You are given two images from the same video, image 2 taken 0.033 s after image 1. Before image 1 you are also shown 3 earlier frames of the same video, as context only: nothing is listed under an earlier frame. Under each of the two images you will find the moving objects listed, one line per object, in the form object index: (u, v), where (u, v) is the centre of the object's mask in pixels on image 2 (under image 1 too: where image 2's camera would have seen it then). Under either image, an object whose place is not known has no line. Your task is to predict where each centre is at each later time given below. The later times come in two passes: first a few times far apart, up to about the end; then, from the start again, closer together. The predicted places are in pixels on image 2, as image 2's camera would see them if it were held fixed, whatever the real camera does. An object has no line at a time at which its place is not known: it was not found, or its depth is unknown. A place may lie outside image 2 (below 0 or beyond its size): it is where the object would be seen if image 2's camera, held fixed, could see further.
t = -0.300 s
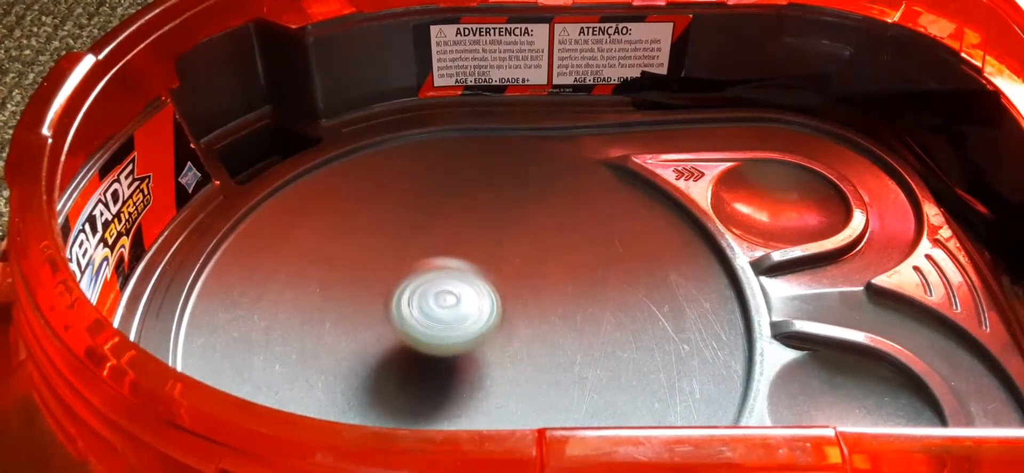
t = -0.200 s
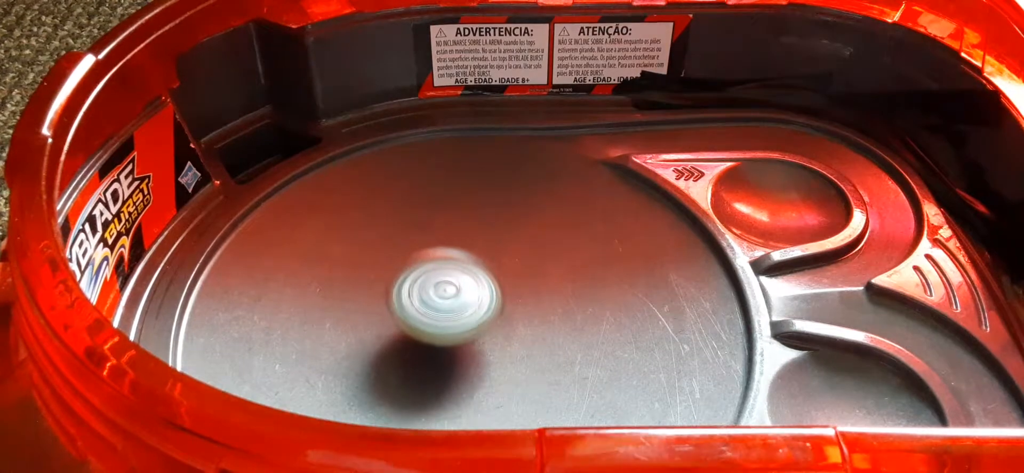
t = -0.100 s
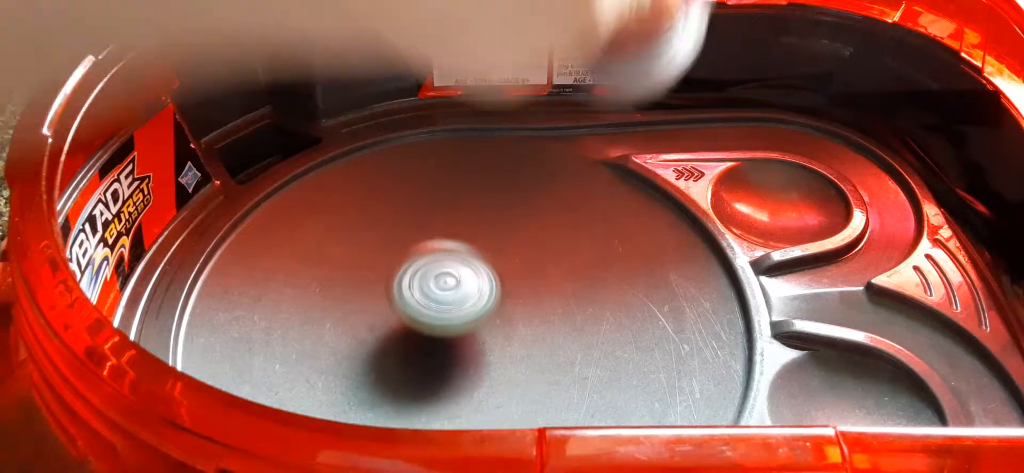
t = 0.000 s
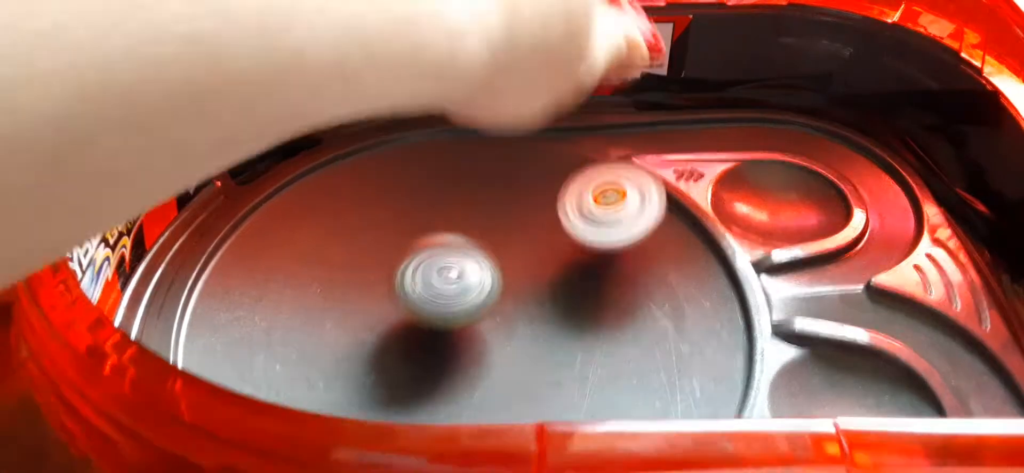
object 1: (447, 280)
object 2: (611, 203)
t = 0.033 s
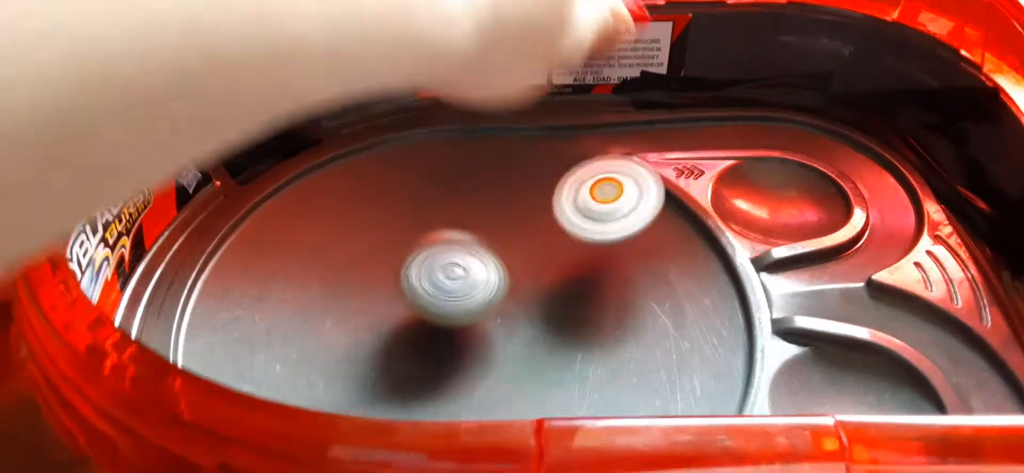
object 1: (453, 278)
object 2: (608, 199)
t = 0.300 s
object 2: (558, 202)
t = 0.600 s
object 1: (397, 347)
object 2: (535, 181)
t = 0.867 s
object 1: (437, 365)
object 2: (419, 216)
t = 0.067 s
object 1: (457, 277)
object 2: (603, 210)
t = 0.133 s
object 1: (457, 273)
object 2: (592, 232)
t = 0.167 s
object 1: (458, 271)
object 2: (582, 235)
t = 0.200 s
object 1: (459, 270)
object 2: (569, 235)
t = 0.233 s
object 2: (562, 226)
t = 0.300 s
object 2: (558, 202)
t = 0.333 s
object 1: (404, 303)
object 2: (554, 193)
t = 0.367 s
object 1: (398, 309)
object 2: (550, 185)
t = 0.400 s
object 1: (396, 314)
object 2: (547, 178)
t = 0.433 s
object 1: (394, 320)
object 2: (545, 174)
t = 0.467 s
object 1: (392, 326)
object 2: (545, 171)
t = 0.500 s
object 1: (392, 332)
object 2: (545, 170)
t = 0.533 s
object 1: (393, 338)
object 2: (543, 171)
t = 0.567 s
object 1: (396, 343)
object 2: (540, 175)
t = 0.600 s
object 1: (397, 347)
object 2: (535, 181)
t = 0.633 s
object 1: (401, 352)
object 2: (526, 188)
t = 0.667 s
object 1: (405, 355)
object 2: (515, 196)
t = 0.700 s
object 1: (409, 359)
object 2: (501, 203)
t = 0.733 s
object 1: (414, 361)
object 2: (485, 208)
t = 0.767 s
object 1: (420, 364)
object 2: (469, 212)
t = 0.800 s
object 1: (425, 365)
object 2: (452, 215)
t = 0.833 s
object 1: (432, 365)
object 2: (435, 217)
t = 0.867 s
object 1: (437, 365)
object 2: (419, 216)
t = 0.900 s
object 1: (444, 363)
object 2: (404, 214)
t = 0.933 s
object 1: (450, 361)
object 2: (391, 211)
